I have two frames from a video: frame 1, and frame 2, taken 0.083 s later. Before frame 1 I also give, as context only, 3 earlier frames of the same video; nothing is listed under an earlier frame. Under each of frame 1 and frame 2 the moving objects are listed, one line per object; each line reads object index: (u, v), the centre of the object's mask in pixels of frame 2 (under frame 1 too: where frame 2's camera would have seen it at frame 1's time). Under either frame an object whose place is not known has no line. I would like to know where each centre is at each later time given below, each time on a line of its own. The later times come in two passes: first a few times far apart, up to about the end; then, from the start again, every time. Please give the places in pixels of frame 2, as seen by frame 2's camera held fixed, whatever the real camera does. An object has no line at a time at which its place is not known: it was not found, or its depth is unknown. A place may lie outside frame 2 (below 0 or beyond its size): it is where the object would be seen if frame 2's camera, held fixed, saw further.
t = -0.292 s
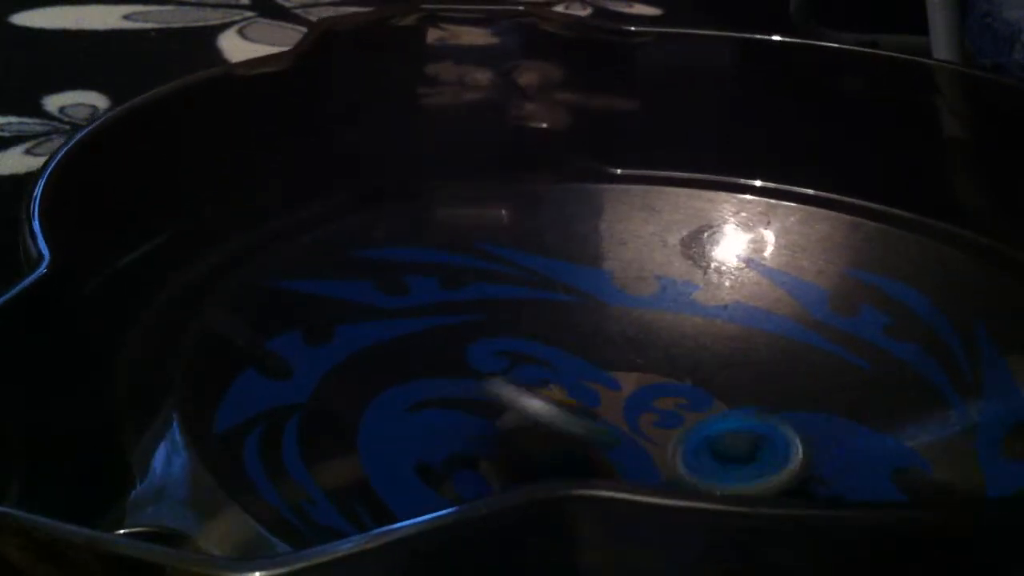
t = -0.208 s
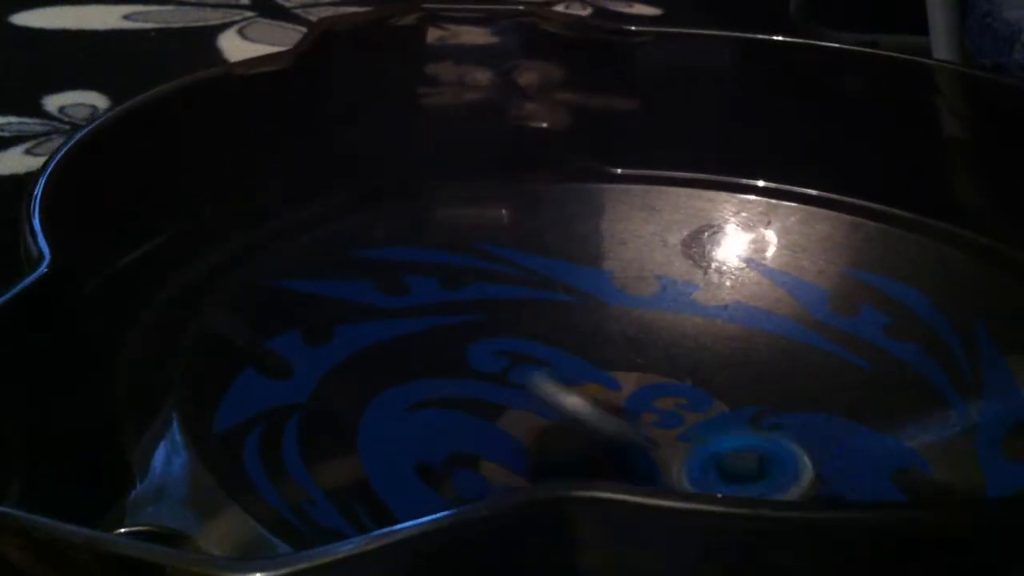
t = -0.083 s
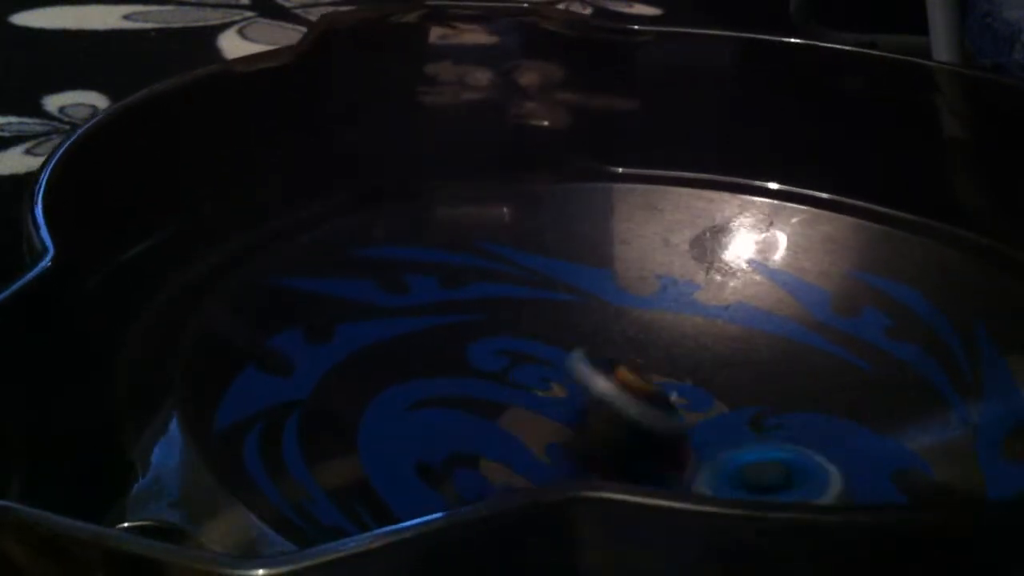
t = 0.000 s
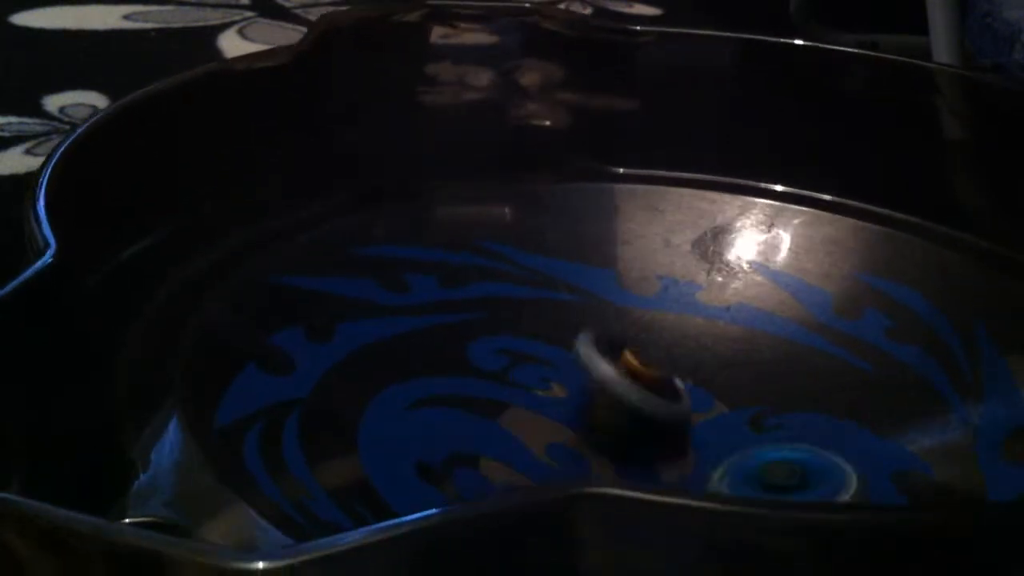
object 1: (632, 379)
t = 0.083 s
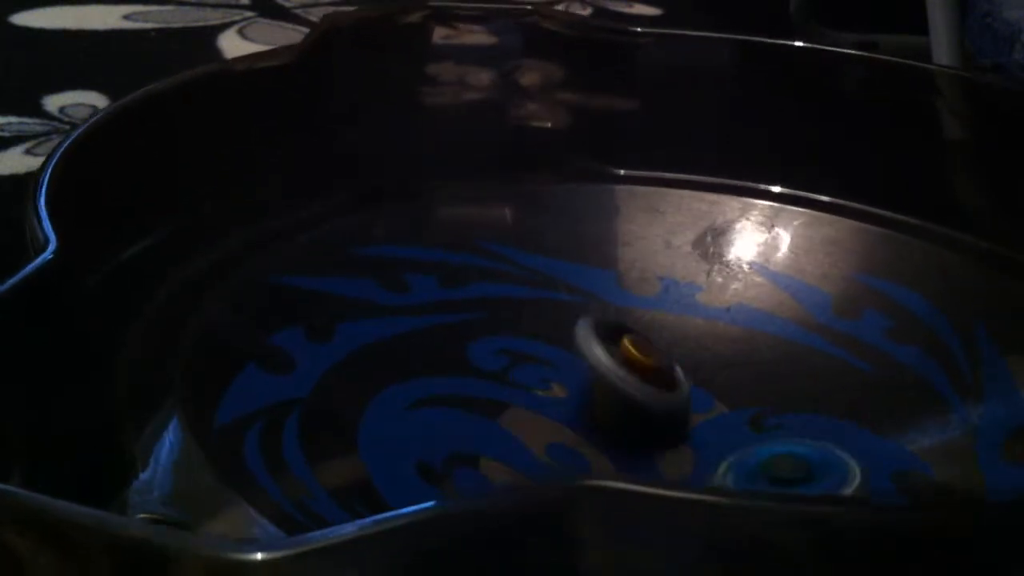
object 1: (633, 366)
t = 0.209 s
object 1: (632, 357)
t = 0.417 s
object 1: (658, 379)
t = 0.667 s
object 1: (729, 415)
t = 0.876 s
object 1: (769, 419)
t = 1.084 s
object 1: (824, 390)
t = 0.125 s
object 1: (632, 361)
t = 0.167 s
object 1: (631, 358)
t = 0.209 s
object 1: (632, 357)
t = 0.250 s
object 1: (634, 358)
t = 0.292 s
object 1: (638, 360)
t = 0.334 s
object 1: (643, 365)
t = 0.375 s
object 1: (651, 372)
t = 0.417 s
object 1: (658, 379)
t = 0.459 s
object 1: (667, 387)
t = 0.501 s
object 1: (678, 395)
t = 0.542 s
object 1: (689, 403)
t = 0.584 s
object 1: (703, 409)
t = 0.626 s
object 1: (716, 414)
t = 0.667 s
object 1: (729, 415)
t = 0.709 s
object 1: (741, 414)
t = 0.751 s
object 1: (751, 413)
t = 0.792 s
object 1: (759, 415)
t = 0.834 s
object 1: (765, 415)
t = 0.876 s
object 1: (769, 419)
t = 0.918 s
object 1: (771, 421)
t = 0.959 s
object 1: (772, 423)
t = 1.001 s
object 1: (772, 428)
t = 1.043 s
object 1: (790, 413)
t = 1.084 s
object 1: (824, 390)
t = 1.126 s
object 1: (843, 370)
